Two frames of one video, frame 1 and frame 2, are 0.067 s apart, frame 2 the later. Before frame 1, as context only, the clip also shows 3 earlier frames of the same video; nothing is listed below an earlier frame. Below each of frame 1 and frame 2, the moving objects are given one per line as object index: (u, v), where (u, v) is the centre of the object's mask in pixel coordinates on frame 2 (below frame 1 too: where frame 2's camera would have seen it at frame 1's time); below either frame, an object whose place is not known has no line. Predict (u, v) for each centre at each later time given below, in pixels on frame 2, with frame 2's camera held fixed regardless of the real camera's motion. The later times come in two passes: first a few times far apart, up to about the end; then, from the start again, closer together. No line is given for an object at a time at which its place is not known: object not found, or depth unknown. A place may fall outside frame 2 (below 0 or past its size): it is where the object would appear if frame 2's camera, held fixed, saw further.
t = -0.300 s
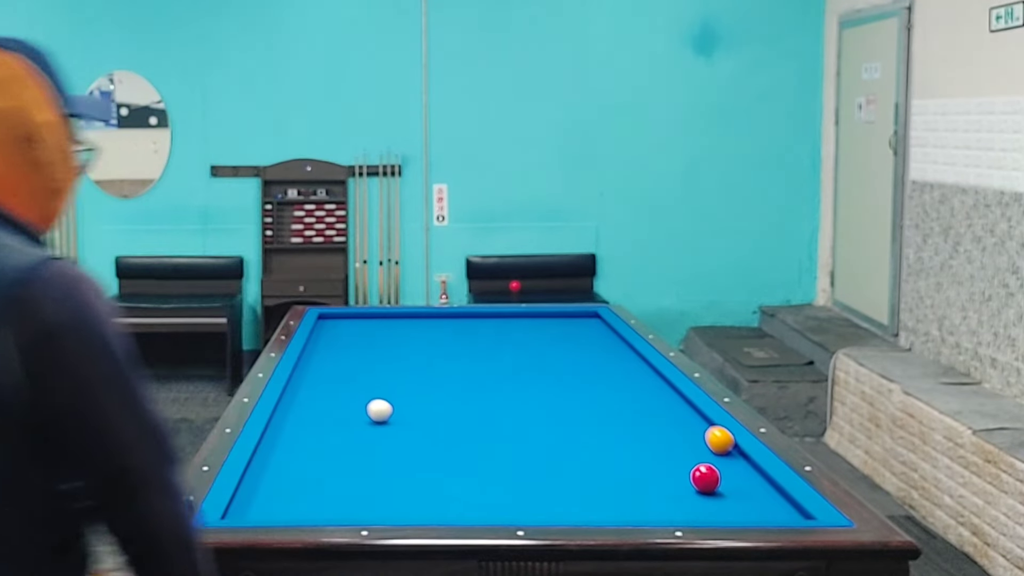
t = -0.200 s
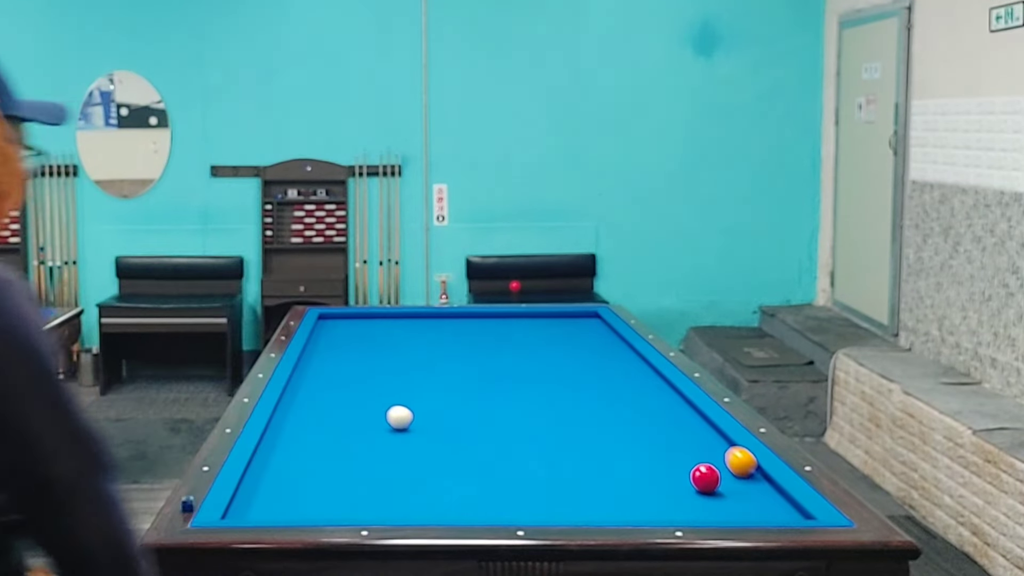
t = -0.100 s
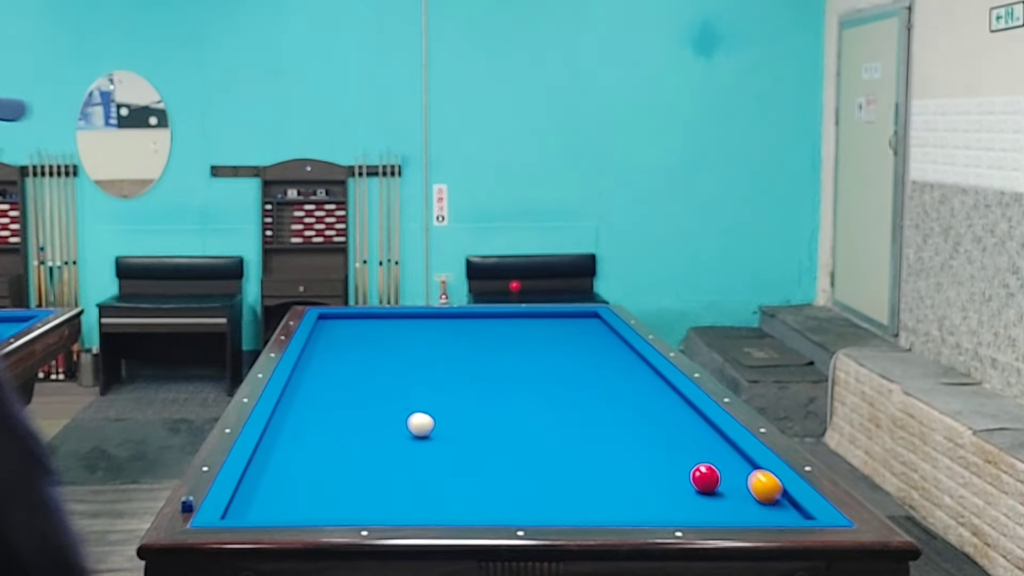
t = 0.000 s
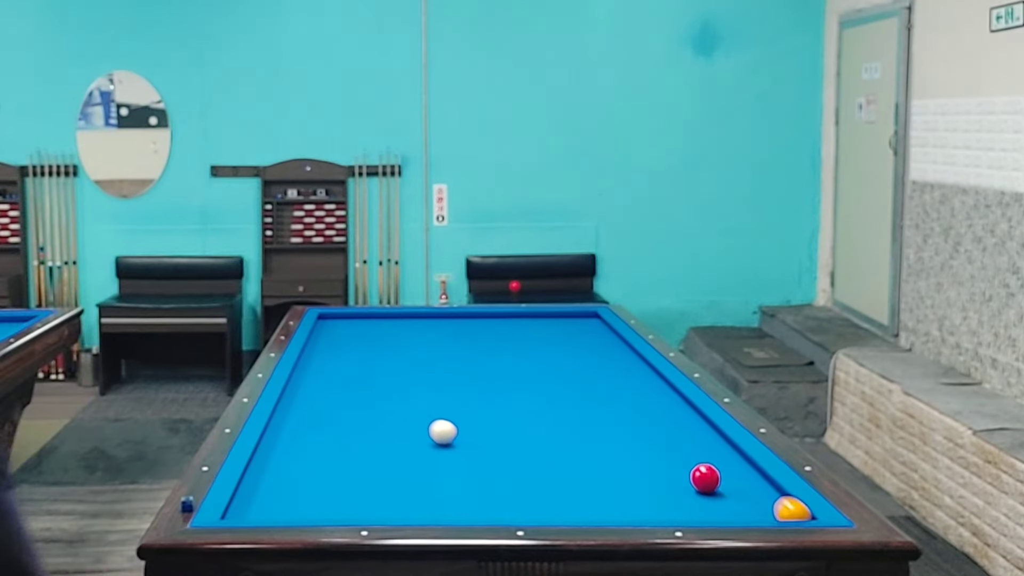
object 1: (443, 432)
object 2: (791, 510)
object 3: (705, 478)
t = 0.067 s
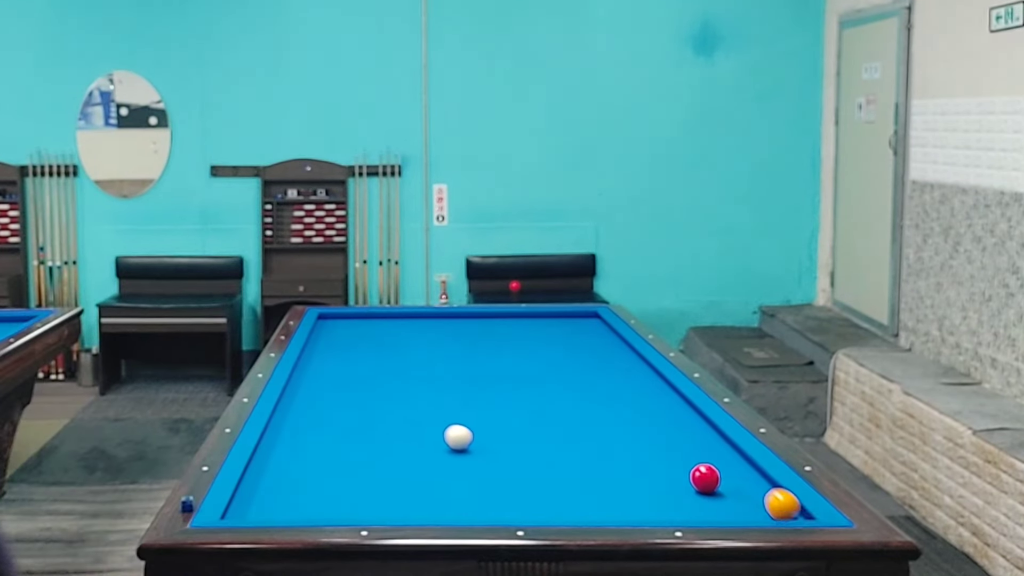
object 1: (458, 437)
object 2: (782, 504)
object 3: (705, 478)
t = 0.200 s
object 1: (490, 448)
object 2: (756, 481)
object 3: (705, 478)
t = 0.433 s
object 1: (553, 469)
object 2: (725, 452)
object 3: (705, 478)
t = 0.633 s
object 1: (612, 489)
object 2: (703, 432)
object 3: (705, 478)
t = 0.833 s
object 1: (678, 509)
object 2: (684, 414)
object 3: (705, 478)
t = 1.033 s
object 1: (734, 506)
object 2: (667, 398)
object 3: (705, 478)
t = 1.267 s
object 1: (764, 494)
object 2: (650, 382)
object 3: (705, 478)
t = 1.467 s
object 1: (732, 484)
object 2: (636, 370)
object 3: (696, 476)
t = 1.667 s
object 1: (724, 481)
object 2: (624, 359)
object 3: (671, 469)
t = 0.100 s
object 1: (466, 440)
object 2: (774, 498)
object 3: (705, 478)
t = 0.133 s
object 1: (474, 442)
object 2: (768, 492)
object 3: (705, 478)
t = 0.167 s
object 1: (482, 445)
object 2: (762, 486)
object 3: (705, 478)
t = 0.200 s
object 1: (490, 448)
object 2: (756, 481)
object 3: (705, 478)
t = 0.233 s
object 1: (499, 451)
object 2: (751, 476)
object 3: (705, 478)
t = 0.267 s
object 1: (507, 454)
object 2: (746, 471)
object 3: (705, 478)
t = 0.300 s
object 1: (516, 457)
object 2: (741, 467)
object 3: (705, 478)
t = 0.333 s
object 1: (525, 459)
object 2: (737, 463)
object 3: (705, 478)
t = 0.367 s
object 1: (534, 463)
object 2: (733, 460)
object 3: (705, 478)
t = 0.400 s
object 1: (543, 466)
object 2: (729, 456)
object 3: (705, 478)
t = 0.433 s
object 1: (553, 469)
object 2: (725, 452)
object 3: (705, 478)
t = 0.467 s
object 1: (562, 472)
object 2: (721, 448)
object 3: (705, 478)
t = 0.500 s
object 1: (572, 476)
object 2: (718, 445)
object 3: (705, 478)
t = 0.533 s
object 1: (581, 479)
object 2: (714, 441)
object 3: (705, 478)
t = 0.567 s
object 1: (591, 482)
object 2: (710, 438)
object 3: (705, 478)
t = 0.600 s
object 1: (602, 486)
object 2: (707, 435)
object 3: (705, 478)
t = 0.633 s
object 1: (612, 489)
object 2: (703, 432)
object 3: (705, 478)
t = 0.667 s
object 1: (623, 493)
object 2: (700, 428)
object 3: (705, 478)
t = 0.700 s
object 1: (634, 497)
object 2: (697, 425)
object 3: (705, 478)
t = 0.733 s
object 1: (644, 500)
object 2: (693, 422)
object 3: (705, 478)
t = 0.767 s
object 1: (655, 503)
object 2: (690, 419)
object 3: (705, 478)
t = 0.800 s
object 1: (667, 506)
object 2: (687, 417)
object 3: (705, 478)
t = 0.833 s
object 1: (678, 509)
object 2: (684, 414)
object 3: (705, 478)
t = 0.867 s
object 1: (689, 511)
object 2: (681, 411)
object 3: (705, 478)
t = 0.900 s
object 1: (700, 511)
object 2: (678, 409)
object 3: (705, 478)
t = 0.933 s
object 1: (708, 510)
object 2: (675, 406)
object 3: (705, 478)
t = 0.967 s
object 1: (717, 508)
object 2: (673, 403)
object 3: (705, 478)
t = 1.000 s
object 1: (725, 507)
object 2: (670, 401)
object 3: (705, 478)
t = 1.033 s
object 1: (734, 506)
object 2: (667, 398)
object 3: (705, 478)
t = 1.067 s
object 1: (742, 504)
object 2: (665, 396)
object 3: (705, 478)
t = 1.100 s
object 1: (750, 503)
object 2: (662, 394)
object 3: (705, 478)
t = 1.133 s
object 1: (758, 501)
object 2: (659, 391)
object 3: (705, 478)
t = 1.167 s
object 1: (766, 499)
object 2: (657, 389)
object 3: (705, 478)
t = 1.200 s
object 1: (774, 498)
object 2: (654, 387)
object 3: (705, 478)
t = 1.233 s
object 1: (774, 496)
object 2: (652, 384)
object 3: (705, 478)
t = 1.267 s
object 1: (764, 494)
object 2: (650, 382)
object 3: (705, 478)
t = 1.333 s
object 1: (749, 489)
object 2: (645, 378)
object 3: (705, 478)
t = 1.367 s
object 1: (742, 487)
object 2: (643, 376)
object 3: (705, 478)
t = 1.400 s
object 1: (735, 485)
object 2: (641, 374)
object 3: (705, 478)
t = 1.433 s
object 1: (733, 485)
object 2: (638, 372)
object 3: (702, 477)
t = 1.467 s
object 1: (732, 484)
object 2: (636, 370)
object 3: (696, 476)
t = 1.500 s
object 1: (731, 484)
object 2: (634, 368)
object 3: (691, 474)
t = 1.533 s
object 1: (730, 483)
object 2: (632, 366)
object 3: (687, 473)
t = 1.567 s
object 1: (728, 482)
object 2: (630, 365)
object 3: (683, 472)
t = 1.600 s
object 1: (727, 482)
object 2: (628, 363)
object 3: (679, 471)
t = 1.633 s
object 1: (726, 481)
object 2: (626, 361)
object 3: (675, 470)
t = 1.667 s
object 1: (724, 481)
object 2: (624, 359)
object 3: (671, 469)
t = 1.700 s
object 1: (723, 480)
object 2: (622, 357)
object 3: (667, 468)
